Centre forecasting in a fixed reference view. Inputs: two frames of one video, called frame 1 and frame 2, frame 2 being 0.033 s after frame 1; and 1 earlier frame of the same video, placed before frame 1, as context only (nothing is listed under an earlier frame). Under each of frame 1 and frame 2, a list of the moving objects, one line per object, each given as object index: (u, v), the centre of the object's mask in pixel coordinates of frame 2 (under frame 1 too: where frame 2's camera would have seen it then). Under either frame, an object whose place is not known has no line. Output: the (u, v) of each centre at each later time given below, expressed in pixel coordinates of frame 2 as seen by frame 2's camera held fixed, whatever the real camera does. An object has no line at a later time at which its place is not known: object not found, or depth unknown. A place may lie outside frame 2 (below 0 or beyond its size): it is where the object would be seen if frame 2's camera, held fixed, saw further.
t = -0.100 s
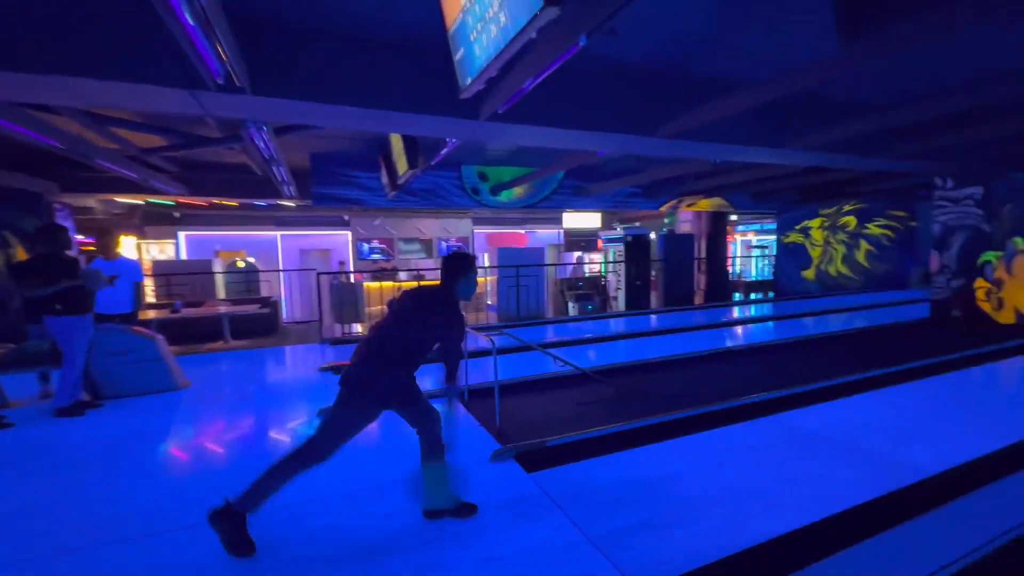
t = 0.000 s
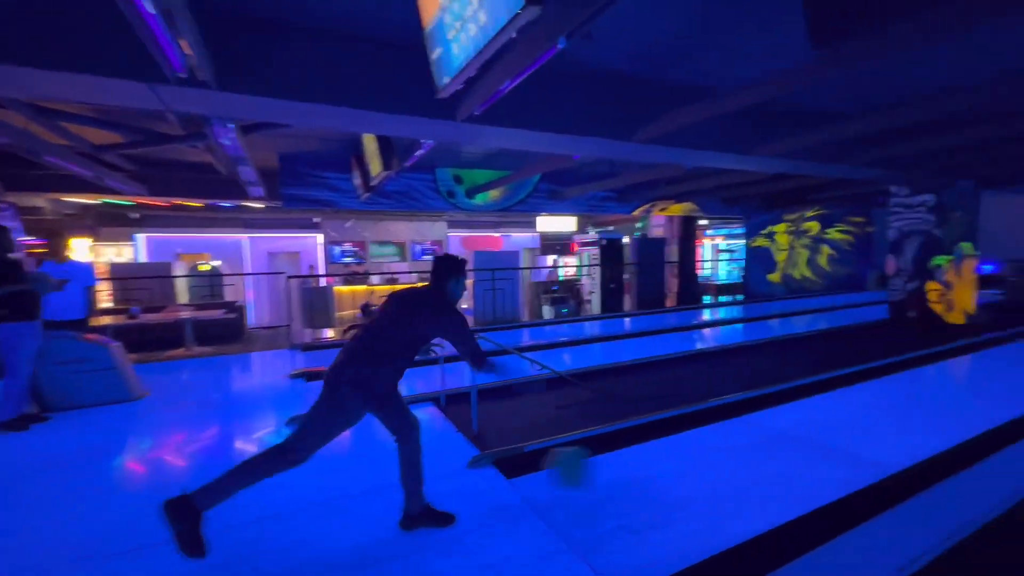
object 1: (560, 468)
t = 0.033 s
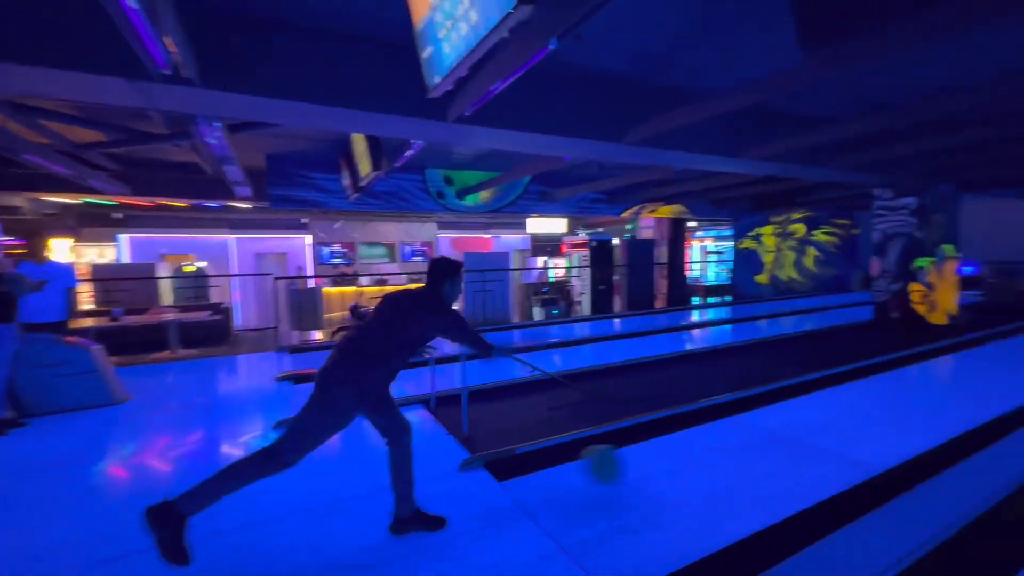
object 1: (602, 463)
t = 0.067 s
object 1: (642, 461)
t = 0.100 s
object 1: (677, 460)
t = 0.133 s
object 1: (708, 447)
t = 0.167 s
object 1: (736, 436)
